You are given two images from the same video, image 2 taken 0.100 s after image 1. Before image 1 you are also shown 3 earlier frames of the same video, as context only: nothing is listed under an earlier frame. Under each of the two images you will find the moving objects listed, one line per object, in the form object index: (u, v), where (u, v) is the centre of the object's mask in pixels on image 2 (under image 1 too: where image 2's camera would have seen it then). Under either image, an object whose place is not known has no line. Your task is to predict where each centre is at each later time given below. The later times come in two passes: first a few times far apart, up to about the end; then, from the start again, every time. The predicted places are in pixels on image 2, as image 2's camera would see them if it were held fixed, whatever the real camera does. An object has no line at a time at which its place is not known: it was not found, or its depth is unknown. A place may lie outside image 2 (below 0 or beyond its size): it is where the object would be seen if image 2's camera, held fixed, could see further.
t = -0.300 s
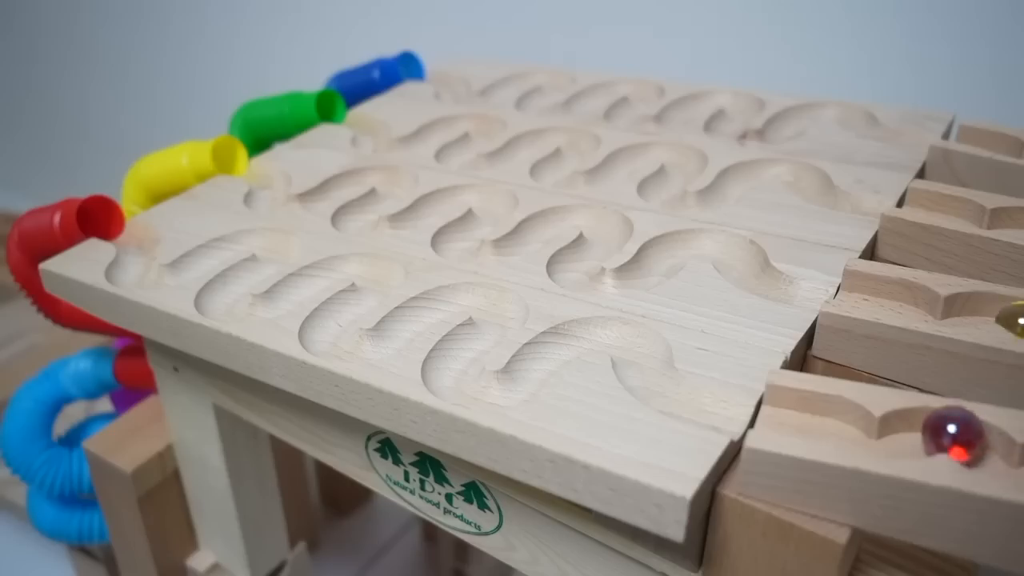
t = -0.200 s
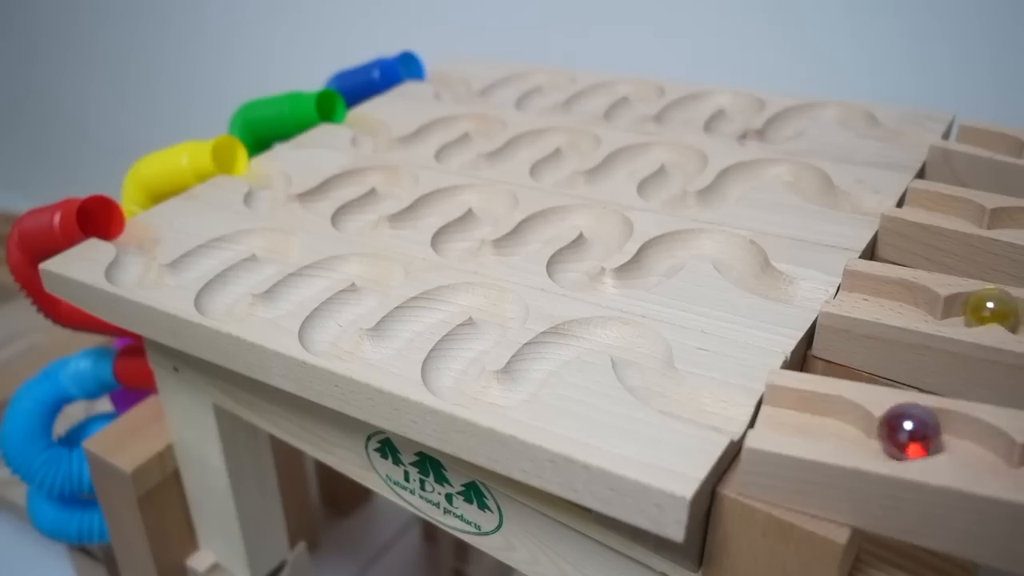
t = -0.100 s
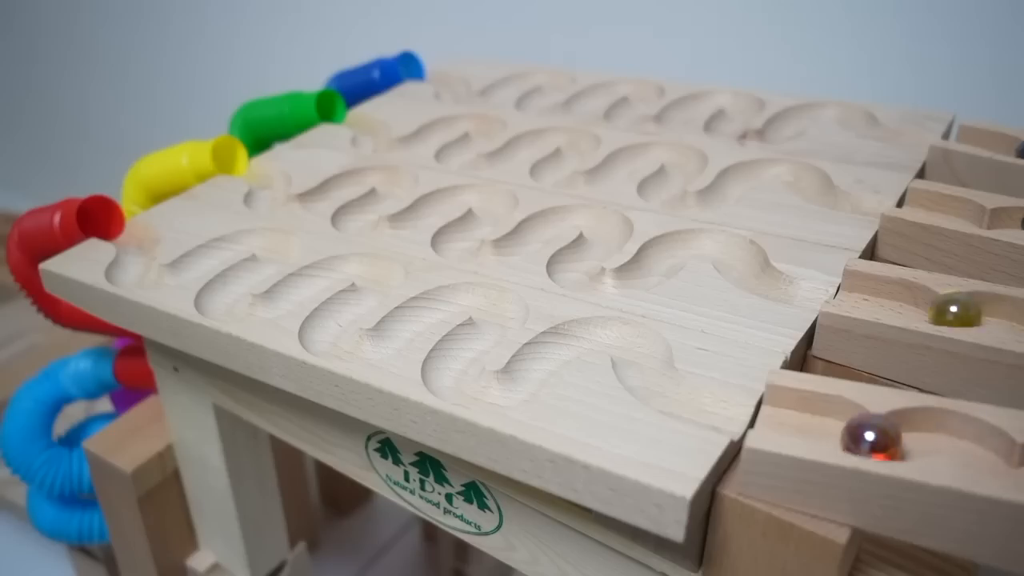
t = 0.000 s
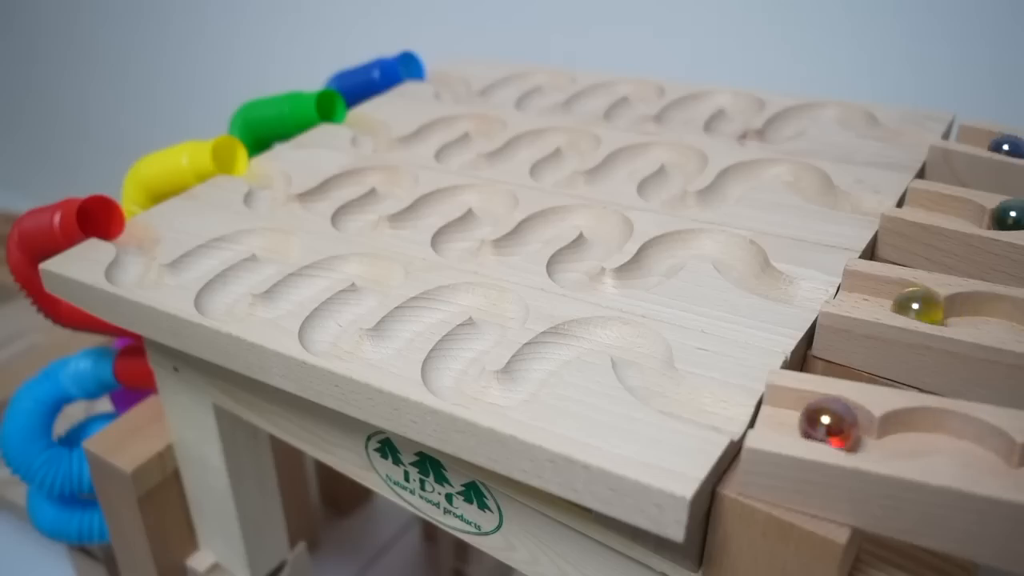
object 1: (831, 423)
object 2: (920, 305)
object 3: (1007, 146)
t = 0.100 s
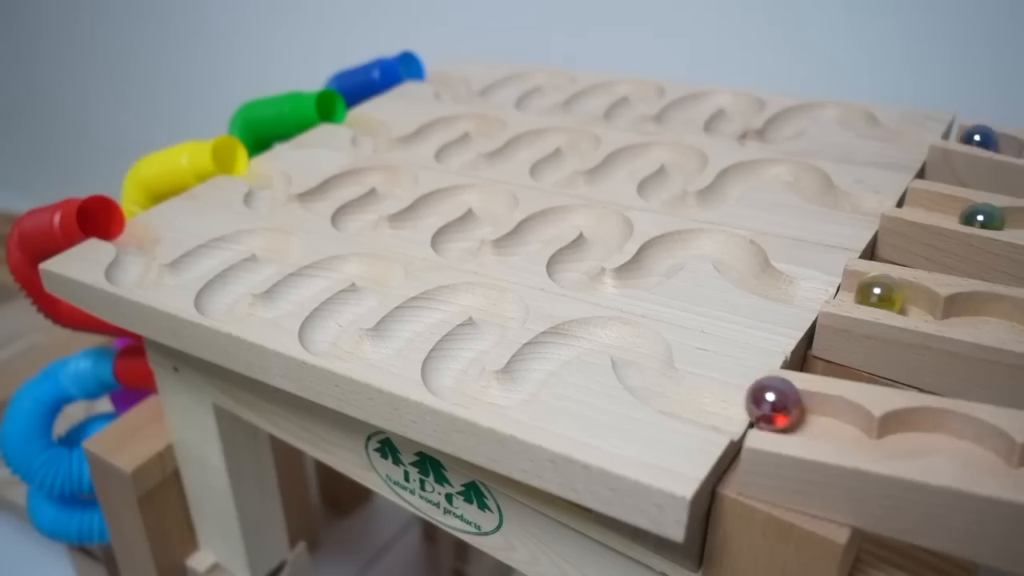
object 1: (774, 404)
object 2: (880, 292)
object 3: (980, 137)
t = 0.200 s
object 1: (700, 400)
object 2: (826, 282)
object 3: (939, 130)
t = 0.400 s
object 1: (616, 321)
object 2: (722, 236)
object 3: (852, 115)
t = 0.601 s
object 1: (508, 385)
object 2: (644, 273)
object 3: (784, 127)
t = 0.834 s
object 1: (472, 335)
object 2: (587, 250)
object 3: (725, 121)
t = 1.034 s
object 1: (469, 292)
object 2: (576, 214)
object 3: (713, 93)
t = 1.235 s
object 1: (376, 341)
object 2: (500, 248)
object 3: (660, 119)
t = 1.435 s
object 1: (348, 303)
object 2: (471, 225)
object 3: (630, 103)
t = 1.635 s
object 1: (353, 261)
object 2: (480, 194)
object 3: (623, 83)
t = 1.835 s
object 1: (256, 305)
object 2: (410, 218)
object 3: (569, 104)
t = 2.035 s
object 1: (246, 270)
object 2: (353, 212)
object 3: (542, 93)
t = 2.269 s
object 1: (246, 237)
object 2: (389, 175)
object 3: (525, 75)
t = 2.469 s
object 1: (159, 274)
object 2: (316, 197)
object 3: (472, 95)
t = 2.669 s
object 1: (144, 245)
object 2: (267, 189)
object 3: (447, 79)
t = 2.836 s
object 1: (108, 222)
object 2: (255, 167)
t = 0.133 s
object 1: (753, 401)
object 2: (865, 288)
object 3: (968, 134)
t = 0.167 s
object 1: (725, 406)
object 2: (846, 283)
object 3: (955, 131)
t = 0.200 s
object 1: (700, 400)
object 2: (826, 282)
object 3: (939, 130)
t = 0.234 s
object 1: (678, 392)
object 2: (801, 286)
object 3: (922, 131)
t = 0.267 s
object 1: (654, 378)
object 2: (776, 280)
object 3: (907, 131)
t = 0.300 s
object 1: (638, 361)
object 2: (757, 276)
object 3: (888, 129)
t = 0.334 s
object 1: (635, 347)
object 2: (742, 266)
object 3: (870, 125)
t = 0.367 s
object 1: (634, 329)
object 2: (732, 252)
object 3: (858, 120)
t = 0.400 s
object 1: (616, 321)
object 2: (722, 236)
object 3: (852, 115)
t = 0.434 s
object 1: (591, 324)
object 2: (704, 231)
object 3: (845, 107)
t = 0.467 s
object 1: (568, 341)
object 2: (682, 240)
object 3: (830, 105)
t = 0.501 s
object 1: (547, 354)
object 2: (667, 252)
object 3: (809, 110)
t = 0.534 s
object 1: (530, 367)
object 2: (656, 261)
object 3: (793, 114)
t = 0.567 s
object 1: (520, 383)
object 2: (649, 269)
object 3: (785, 122)
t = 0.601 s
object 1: (508, 385)
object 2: (644, 273)
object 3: (784, 127)
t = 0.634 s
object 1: (493, 388)
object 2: (630, 278)
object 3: (780, 130)
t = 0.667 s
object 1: (473, 386)
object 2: (609, 281)
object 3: (769, 134)
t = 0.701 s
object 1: (453, 380)
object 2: (589, 279)
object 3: (751, 135)
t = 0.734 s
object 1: (446, 373)
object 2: (576, 275)
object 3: (736, 133)
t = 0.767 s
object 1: (454, 362)
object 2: (570, 268)
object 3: (726, 130)
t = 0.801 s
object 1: (462, 348)
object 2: (575, 257)
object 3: (722, 126)
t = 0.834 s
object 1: (472, 335)
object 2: (587, 250)
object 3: (725, 121)
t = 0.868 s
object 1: (489, 326)
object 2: (604, 242)
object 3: (735, 115)
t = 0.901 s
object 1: (504, 317)
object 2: (610, 235)
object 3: (746, 108)
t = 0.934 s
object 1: (504, 312)
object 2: (607, 229)
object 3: (749, 102)
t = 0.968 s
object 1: (495, 306)
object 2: (602, 221)
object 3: (741, 101)
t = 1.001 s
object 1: (484, 297)
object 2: (593, 214)
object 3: (729, 97)
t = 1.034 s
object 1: (469, 292)
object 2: (576, 214)
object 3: (713, 93)
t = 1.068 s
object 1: (449, 297)
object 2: (553, 219)
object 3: (699, 98)
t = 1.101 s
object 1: (428, 306)
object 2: (538, 225)
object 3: (688, 104)
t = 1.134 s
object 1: (411, 317)
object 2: (533, 234)
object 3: (678, 110)
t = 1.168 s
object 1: (400, 328)
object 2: (529, 238)
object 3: (673, 114)
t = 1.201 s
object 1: (389, 337)
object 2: (518, 244)
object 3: (669, 116)
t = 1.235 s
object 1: (376, 341)
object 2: (500, 248)
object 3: (660, 119)
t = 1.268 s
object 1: (357, 343)
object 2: (482, 251)
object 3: (646, 120)
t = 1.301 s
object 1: (338, 342)
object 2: (468, 249)
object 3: (631, 119)
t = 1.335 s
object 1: (322, 335)
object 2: (459, 246)
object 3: (623, 116)
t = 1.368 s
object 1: (323, 328)
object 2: (454, 241)
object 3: (623, 115)
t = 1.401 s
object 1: (335, 316)
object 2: (458, 230)
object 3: (625, 110)
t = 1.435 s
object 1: (348, 303)
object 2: (471, 225)
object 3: (630, 103)
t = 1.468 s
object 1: (364, 291)
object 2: (486, 218)
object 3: (639, 99)
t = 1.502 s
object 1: (382, 282)
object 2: (492, 212)
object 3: (649, 93)
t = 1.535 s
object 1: (387, 275)
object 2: (492, 208)
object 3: (649, 91)
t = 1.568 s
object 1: (379, 273)
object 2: (494, 202)
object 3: (642, 90)
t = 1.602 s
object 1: (368, 267)
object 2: (491, 194)
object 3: (634, 86)
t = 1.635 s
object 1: (353, 261)
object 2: (480, 194)
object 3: (623, 83)
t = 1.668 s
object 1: (335, 265)
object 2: (462, 194)
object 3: (609, 85)
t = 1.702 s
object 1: (314, 274)
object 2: (442, 196)
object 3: (597, 91)
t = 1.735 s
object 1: (297, 285)
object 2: (433, 203)
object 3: (587, 96)
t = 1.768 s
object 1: (282, 294)
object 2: (428, 209)
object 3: (580, 100)
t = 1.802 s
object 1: (269, 302)
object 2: (423, 212)
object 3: (577, 103)
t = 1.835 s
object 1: (256, 305)
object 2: (410, 218)
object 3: (569, 104)
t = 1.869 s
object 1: (245, 306)
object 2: (393, 222)
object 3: (557, 107)
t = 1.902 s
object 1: (227, 304)
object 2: (378, 225)
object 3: (543, 107)
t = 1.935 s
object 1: (215, 299)
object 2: (368, 224)
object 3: (533, 104)
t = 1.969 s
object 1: (220, 292)
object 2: (360, 223)
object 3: (531, 102)
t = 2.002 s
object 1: (233, 282)
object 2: (352, 219)
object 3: (535, 99)
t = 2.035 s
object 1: (246, 270)
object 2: (353, 212)
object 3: (542, 93)
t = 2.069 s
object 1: (261, 261)
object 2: (365, 206)
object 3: (550, 88)
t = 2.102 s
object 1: (278, 253)
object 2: (379, 200)
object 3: (561, 81)
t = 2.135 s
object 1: (284, 246)
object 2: (390, 193)
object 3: (562, 79)
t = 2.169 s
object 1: (280, 246)
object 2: (394, 188)
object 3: (556, 80)
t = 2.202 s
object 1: (271, 241)
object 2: (397, 183)
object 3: (548, 77)
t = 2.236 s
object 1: (260, 235)
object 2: (397, 176)
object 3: (538, 73)
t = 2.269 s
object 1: (246, 237)
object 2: (389, 175)
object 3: (525, 75)
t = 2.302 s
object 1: (227, 243)
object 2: (374, 175)
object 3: (512, 80)
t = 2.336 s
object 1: (209, 251)
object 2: (352, 176)
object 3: (502, 84)
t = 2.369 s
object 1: (192, 259)
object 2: (340, 181)
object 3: (496, 88)
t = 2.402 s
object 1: (180, 268)
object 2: (334, 187)
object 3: (492, 91)
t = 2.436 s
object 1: (169, 271)
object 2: (327, 192)
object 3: (484, 93)
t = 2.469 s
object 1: (159, 274)
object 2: (316, 197)
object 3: (472, 95)
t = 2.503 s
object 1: (146, 275)
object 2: (300, 200)
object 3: (459, 95)
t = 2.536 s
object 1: (130, 273)
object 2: (284, 203)
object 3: (451, 93)
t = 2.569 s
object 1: (127, 269)
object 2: (272, 202)
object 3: (451, 91)
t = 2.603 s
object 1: (135, 261)
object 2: (267, 200)
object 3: (454, 87)
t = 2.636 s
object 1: (144, 250)
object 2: (265, 196)
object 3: (453, 81)
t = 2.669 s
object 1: (144, 245)
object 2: (267, 189)
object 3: (447, 79)
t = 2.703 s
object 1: (139, 239)
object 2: (271, 182)
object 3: (438, 75)
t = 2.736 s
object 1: (133, 235)
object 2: (273, 176)
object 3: (429, 73)
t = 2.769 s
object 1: (128, 229)
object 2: (267, 174)
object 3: (419, 70)
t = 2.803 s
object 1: (119, 225)
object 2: (261, 171)
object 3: (412, 71)
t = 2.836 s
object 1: (108, 222)
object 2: (255, 167)
